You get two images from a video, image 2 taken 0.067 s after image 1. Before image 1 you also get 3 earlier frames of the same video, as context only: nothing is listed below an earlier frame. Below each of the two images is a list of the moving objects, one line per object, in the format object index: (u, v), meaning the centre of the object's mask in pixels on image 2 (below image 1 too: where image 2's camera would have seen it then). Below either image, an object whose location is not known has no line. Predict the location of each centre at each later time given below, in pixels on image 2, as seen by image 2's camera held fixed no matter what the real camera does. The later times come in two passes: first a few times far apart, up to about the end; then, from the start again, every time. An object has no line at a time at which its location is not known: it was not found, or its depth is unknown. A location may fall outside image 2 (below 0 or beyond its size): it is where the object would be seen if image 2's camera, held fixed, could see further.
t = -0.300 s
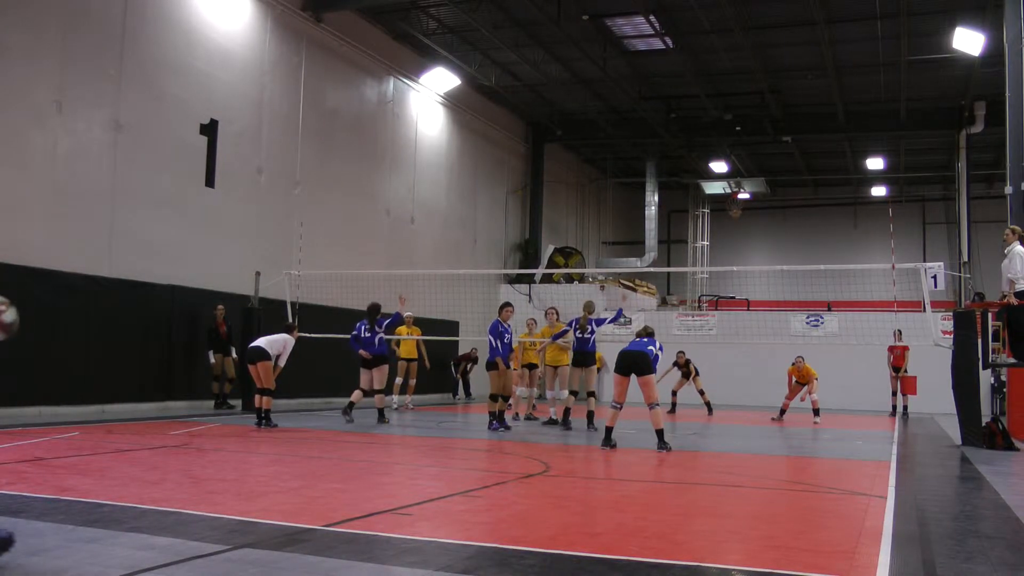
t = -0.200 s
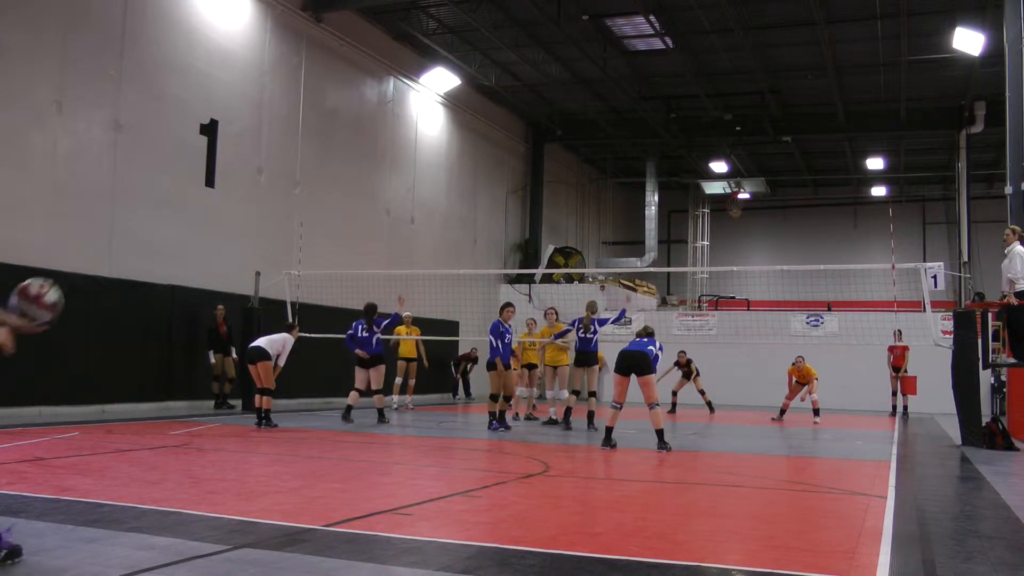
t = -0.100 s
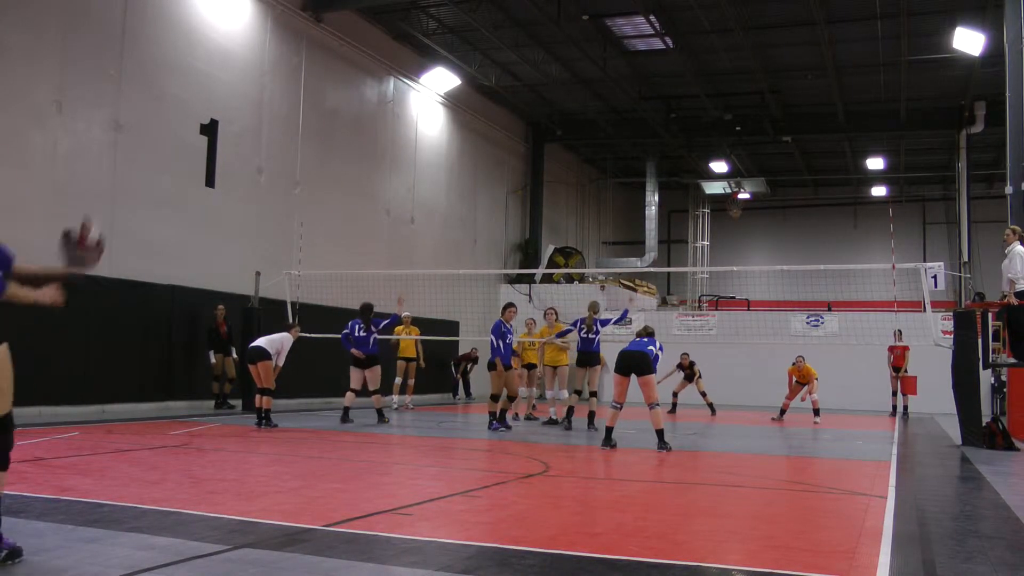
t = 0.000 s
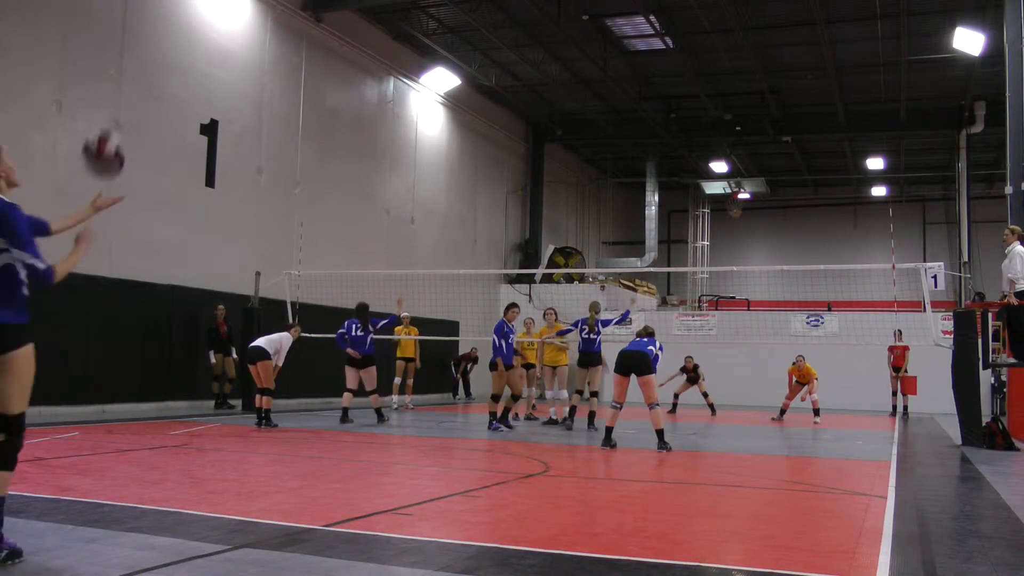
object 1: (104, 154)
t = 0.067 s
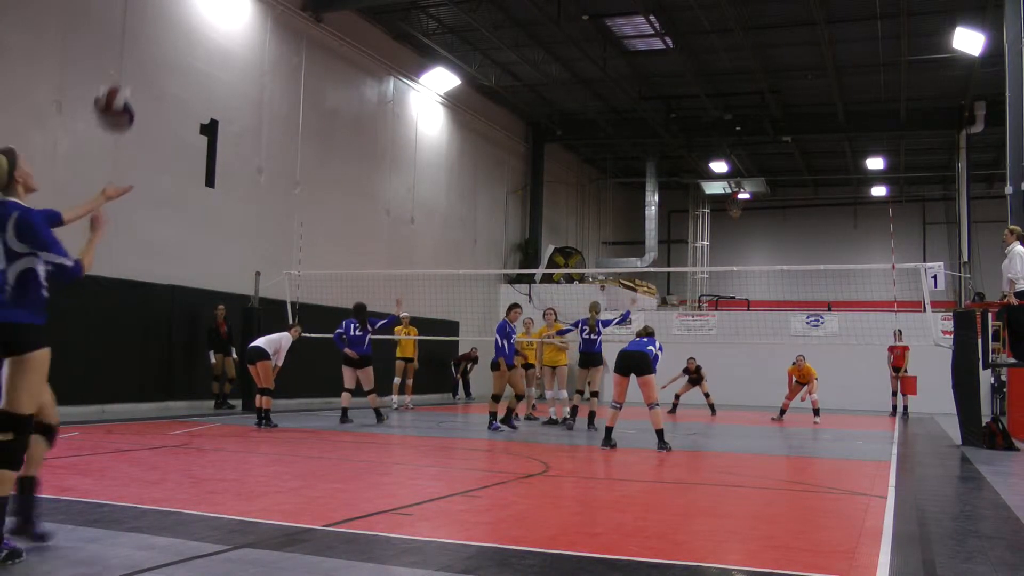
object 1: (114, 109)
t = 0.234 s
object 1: (141, 38)
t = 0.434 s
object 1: (165, 29)
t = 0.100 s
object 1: (119, 90)
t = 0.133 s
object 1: (126, 73)
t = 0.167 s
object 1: (131, 59)
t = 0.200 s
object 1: (137, 47)
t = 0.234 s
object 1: (141, 38)
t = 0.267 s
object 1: (146, 31)
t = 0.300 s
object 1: (151, 27)
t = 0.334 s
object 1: (154, 24)
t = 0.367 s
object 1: (158, 24)
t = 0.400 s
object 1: (162, 25)
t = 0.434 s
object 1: (165, 29)
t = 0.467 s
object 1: (168, 34)
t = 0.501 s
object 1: (171, 42)
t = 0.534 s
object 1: (174, 52)
